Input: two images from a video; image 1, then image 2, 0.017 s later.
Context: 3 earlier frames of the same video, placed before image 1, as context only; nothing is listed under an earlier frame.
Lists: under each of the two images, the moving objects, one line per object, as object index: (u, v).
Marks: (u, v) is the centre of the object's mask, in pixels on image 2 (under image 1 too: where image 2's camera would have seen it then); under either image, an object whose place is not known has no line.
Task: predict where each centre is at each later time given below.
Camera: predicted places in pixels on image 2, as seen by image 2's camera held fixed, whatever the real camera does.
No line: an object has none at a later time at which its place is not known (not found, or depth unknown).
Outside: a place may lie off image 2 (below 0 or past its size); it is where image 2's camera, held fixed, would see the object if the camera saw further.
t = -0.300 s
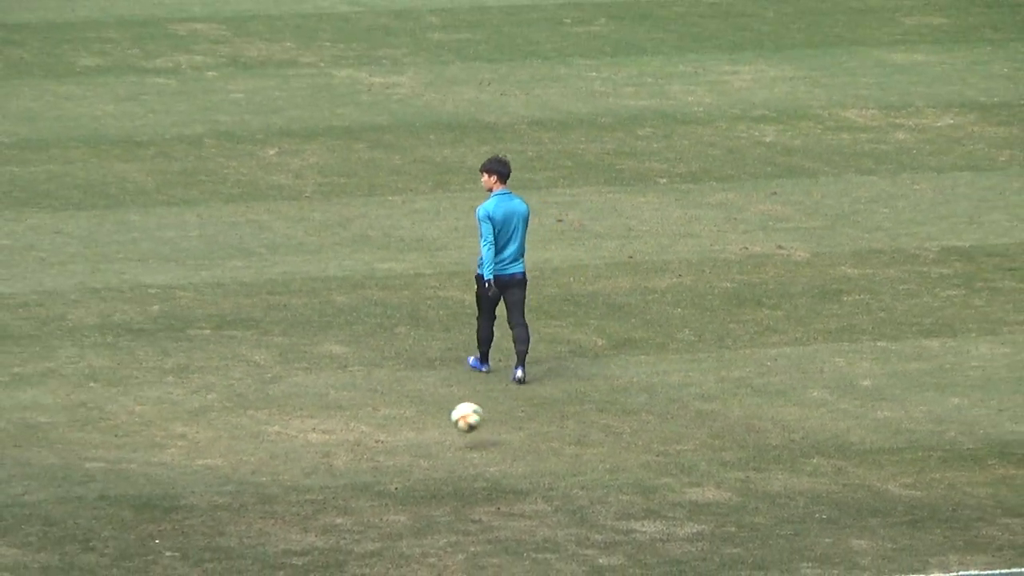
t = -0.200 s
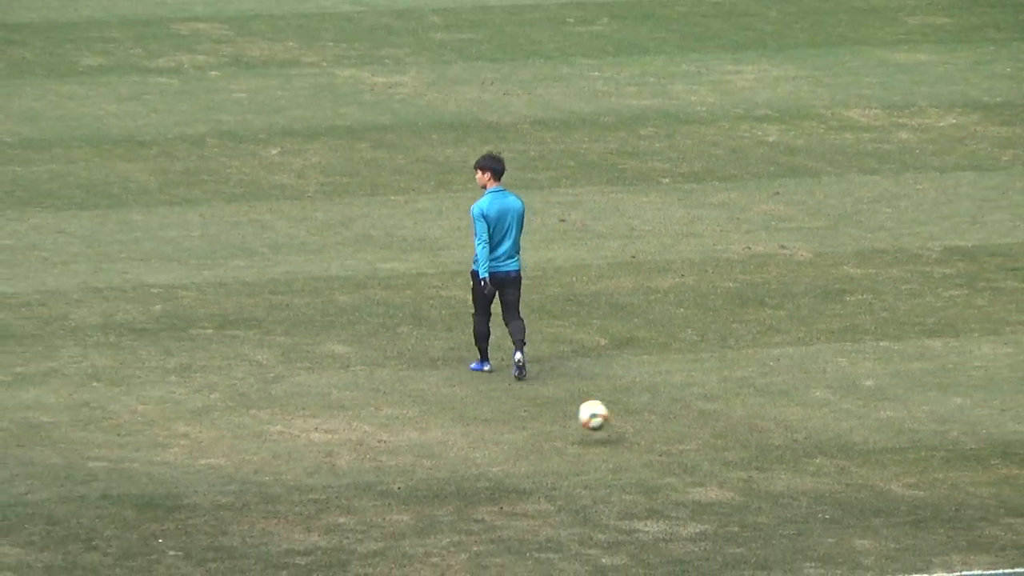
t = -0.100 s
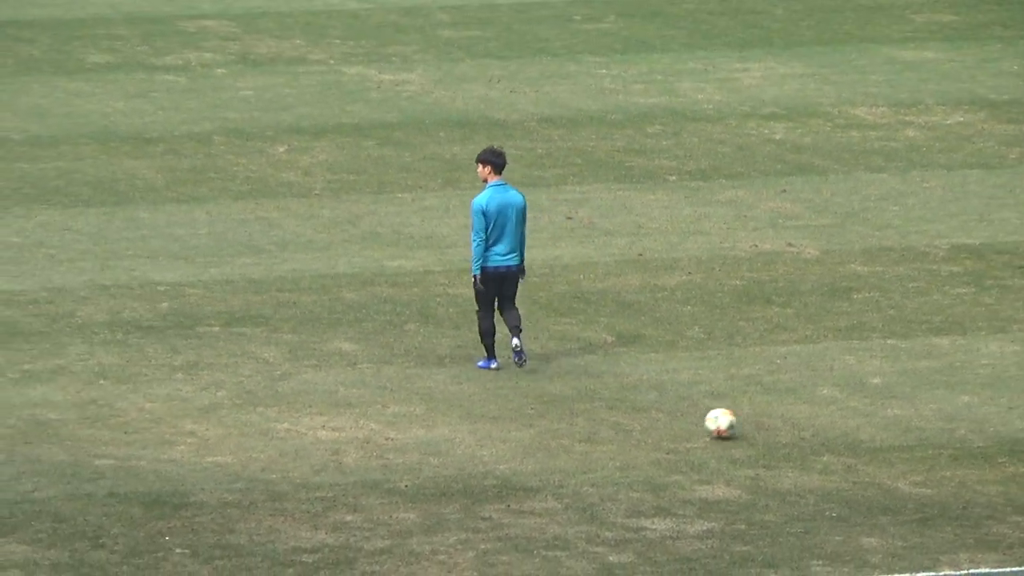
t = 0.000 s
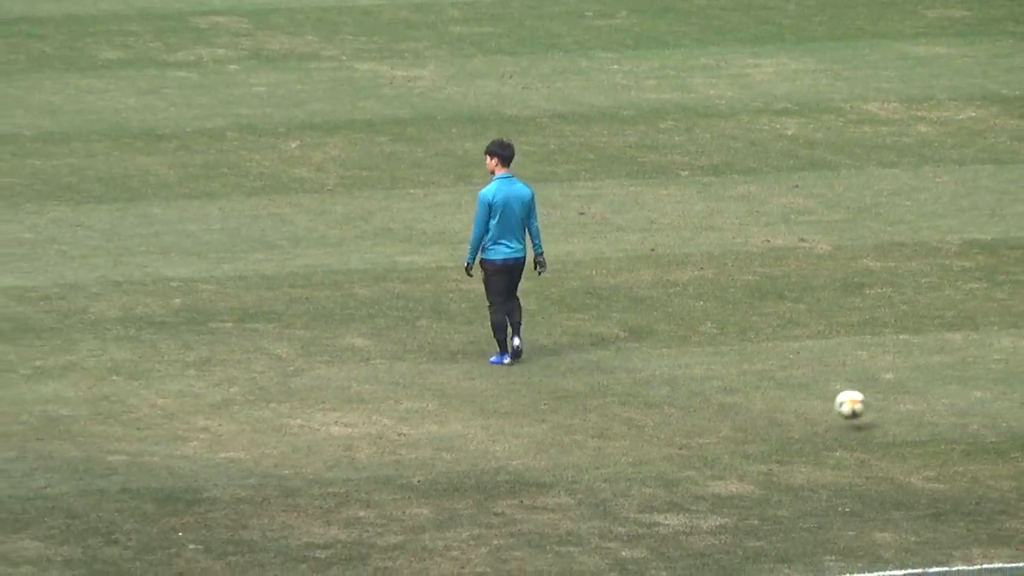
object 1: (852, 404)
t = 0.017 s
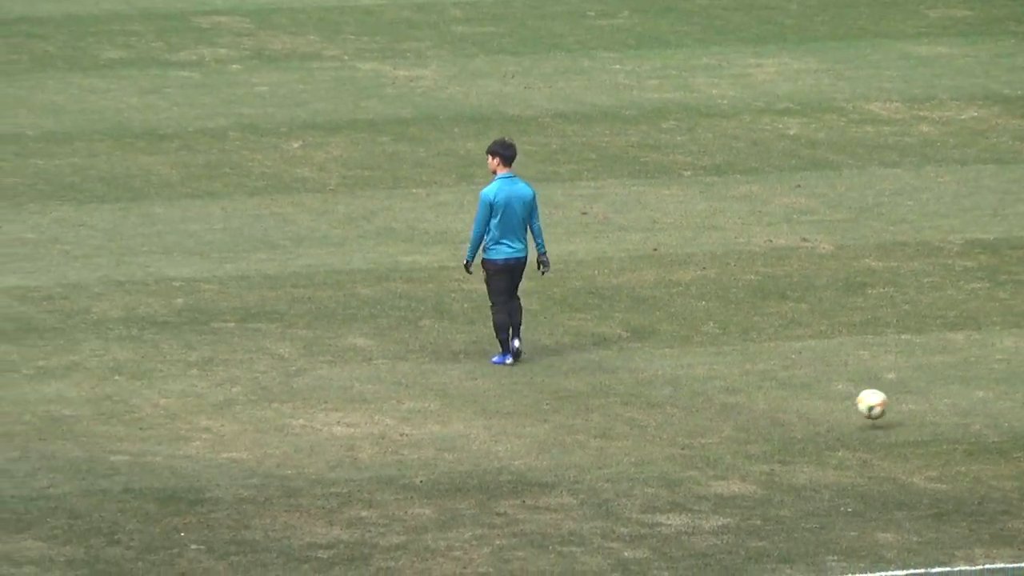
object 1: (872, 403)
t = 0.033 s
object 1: (890, 403)
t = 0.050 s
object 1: (909, 403)
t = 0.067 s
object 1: (927, 403)
